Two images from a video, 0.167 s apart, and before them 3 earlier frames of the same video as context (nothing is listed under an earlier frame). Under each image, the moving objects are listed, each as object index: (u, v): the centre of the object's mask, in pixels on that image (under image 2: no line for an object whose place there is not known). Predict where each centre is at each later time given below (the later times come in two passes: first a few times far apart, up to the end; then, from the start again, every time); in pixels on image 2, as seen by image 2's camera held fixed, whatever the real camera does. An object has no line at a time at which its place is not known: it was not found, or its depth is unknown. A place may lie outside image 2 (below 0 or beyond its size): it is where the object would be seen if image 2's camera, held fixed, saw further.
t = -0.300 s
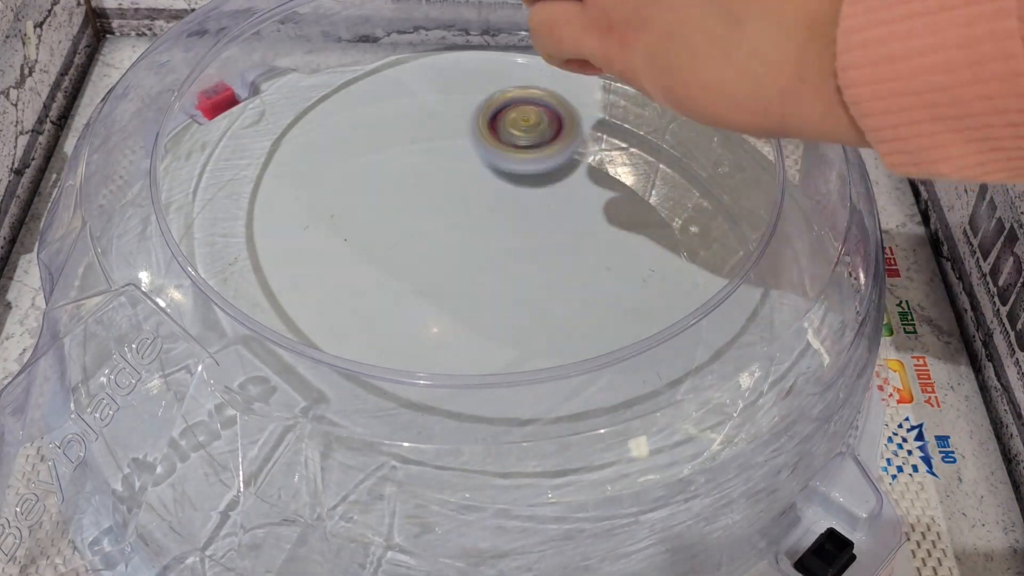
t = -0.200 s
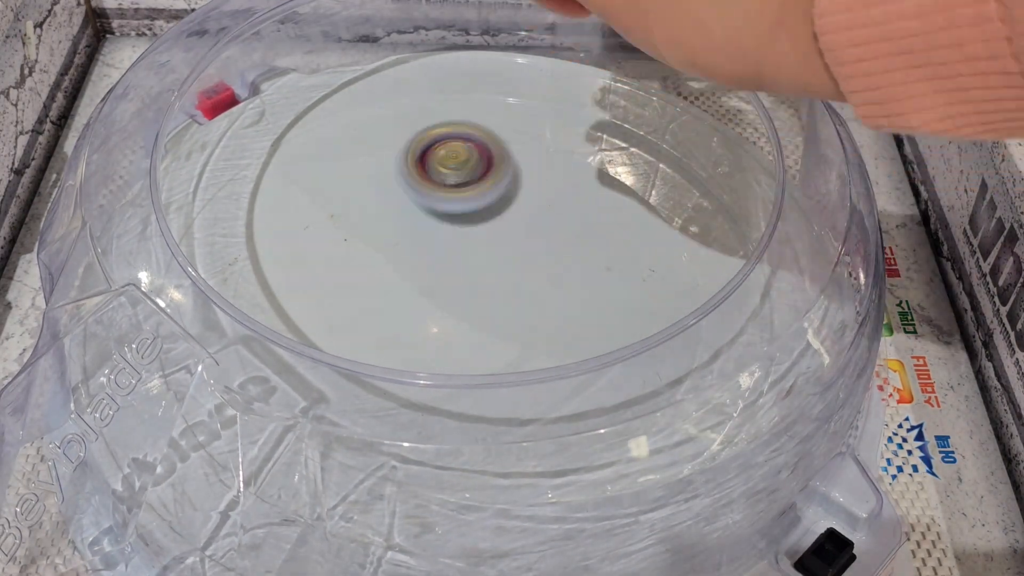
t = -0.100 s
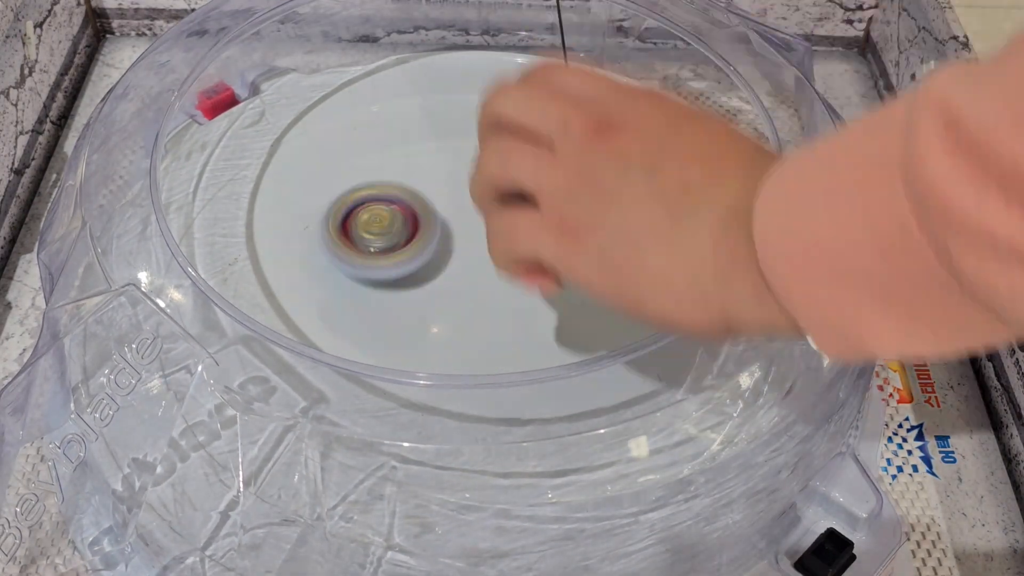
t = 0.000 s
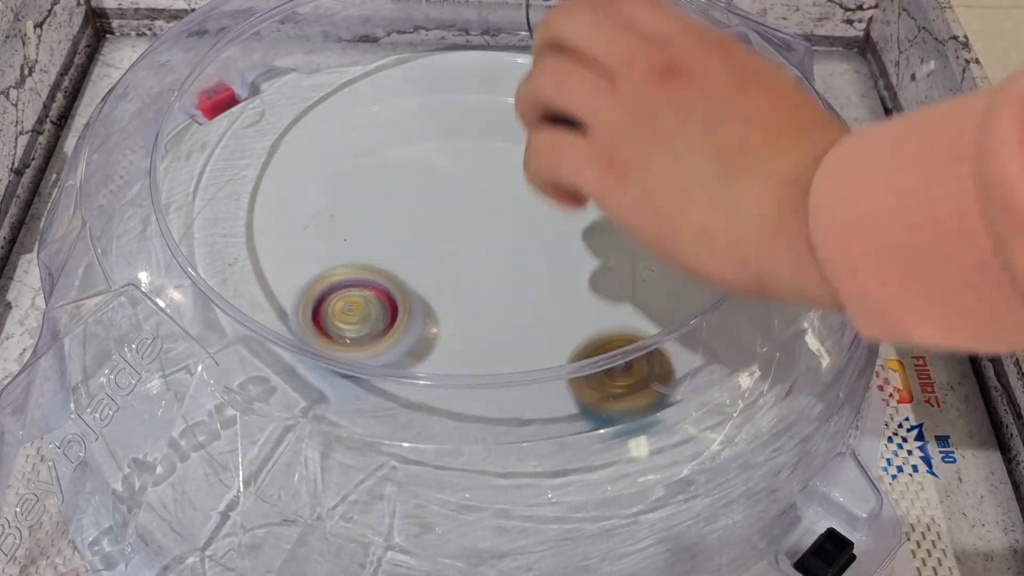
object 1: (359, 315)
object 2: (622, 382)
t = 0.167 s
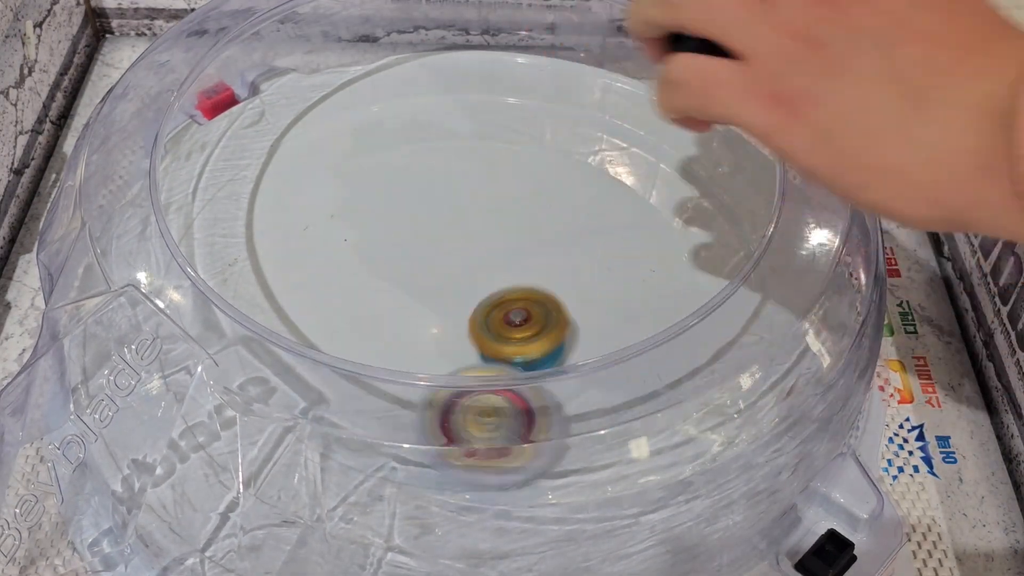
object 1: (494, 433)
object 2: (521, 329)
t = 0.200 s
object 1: (532, 432)
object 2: (499, 321)
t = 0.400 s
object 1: (690, 326)
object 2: (417, 224)
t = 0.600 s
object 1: (623, 178)
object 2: (474, 190)
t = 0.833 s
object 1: (525, 83)
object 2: (413, 333)
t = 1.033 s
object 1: (500, 99)
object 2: (392, 354)
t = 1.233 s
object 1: (502, 159)
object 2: (400, 267)
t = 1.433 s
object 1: (567, 123)
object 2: (248, 421)
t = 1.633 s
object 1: (625, 104)
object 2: (252, 406)
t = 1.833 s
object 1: (629, 120)
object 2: (283, 293)
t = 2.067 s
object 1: (644, 129)
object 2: (541, 124)
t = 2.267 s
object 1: (712, 182)
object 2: (566, 106)
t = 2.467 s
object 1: (738, 227)
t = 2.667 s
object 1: (754, 270)
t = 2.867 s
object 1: (762, 312)
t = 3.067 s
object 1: (748, 349)
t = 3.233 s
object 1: (730, 371)
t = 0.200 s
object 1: (532, 432)
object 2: (499, 321)
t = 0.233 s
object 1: (569, 427)
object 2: (477, 304)
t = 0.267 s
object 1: (604, 415)
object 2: (458, 298)
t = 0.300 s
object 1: (635, 395)
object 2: (442, 275)
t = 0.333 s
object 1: (665, 382)
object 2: (430, 256)
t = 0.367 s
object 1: (677, 351)
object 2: (421, 239)
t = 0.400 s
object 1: (690, 326)
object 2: (417, 224)
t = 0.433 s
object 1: (692, 298)
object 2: (417, 210)
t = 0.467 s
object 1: (686, 267)
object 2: (421, 199)
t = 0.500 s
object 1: (685, 247)
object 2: (429, 193)
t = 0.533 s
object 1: (670, 222)
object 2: (441, 189)
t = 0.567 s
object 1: (650, 199)
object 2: (456, 188)
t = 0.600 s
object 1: (623, 178)
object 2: (474, 190)
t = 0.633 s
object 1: (595, 162)
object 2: (495, 196)
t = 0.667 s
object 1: (581, 136)
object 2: (479, 216)
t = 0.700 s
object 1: (567, 119)
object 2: (461, 246)
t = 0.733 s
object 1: (552, 107)
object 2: (445, 273)
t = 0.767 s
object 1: (539, 96)
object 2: (432, 300)
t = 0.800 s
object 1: (530, 89)
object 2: (421, 322)
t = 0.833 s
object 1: (525, 83)
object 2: (413, 333)
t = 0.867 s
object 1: (518, 80)
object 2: (407, 353)
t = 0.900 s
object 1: (509, 80)
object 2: (402, 365)
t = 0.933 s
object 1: (504, 83)
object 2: (398, 371)
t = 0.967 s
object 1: (498, 86)
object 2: (396, 370)
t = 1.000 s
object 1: (498, 92)
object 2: (394, 366)
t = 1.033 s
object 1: (500, 99)
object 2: (392, 354)
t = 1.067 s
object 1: (500, 105)
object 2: (393, 336)
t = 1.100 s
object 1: (502, 116)
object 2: (395, 325)
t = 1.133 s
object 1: (500, 129)
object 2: (399, 304)
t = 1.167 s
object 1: (497, 146)
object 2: (409, 277)
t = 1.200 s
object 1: (488, 167)
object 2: (423, 249)
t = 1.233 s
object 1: (502, 159)
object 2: (400, 267)
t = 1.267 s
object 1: (524, 150)
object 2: (363, 301)
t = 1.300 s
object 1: (539, 134)
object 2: (335, 322)
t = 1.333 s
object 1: (551, 128)
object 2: (303, 363)
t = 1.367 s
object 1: (558, 126)
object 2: (277, 383)
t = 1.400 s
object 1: (562, 124)
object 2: (264, 400)
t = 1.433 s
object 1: (567, 123)
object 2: (248, 421)
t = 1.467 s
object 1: (575, 121)
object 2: (236, 435)
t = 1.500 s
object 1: (582, 119)
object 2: (236, 436)
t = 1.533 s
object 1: (592, 116)
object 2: (241, 434)
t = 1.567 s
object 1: (603, 113)
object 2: (246, 428)
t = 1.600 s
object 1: (615, 110)
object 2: (250, 419)
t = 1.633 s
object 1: (625, 104)
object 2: (252, 406)
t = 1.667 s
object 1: (626, 109)
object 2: (253, 393)
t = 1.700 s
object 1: (622, 113)
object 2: (252, 382)
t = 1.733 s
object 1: (620, 116)
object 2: (249, 371)
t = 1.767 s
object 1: (620, 117)
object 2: (256, 348)
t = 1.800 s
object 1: (625, 118)
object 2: (268, 321)
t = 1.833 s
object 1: (629, 120)
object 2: (283, 293)
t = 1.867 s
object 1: (636, 120)
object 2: (300, 268)
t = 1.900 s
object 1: (648, 118)
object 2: (326, 237)
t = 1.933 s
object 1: (652, 118)
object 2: (361, 206)
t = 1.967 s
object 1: (651, 120)
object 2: (401, 179)
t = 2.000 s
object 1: (645, 124)
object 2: (446, 155)
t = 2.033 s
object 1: (643, 126)
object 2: (494, 136)
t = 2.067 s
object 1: (644, 129)
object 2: (541, 124)
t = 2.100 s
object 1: (669, 133)
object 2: (548, 112)
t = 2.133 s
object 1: (684, 138)
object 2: (552, 108)
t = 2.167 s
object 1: (691, 151)
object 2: (556, 103)
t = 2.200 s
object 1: (697, 162)
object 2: (560, 102)
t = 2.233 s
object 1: (704, 173)
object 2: (563, 102)
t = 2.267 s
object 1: (712, 182)
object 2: (566, 106)
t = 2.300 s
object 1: (721, 190)
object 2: (569, 112)
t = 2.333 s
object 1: (729, 196)
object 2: (573, 119)
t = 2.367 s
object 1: (739, 204)
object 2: (576, 129)
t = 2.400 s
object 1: (738, 212)
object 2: (580, 143)
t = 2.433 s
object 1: (737, 220)
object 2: (582, 164)
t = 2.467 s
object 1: (738, 227)
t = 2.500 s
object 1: (742, 235)
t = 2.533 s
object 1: (750, 243)
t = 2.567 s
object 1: (757, 254)
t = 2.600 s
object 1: (763, 259)
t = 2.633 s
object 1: (756, 266)
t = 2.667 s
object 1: (754, 270)
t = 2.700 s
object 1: (751, 275)
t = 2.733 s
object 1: (752, 281)
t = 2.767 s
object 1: (754, 291)
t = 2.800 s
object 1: (759, 298)
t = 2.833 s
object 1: (766, 306)
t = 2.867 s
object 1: (762, 312)
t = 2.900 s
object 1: (755, 316)
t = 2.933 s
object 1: (748, 320)
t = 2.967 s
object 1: (746, 326)
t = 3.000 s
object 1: (744, 333)
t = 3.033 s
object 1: (746, 344)
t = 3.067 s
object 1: (748, 349)
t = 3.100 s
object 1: (752, 356)
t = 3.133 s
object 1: (748, 362)
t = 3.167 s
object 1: (740, 365)
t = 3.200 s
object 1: (734, 367)
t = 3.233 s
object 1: (730, 371)
